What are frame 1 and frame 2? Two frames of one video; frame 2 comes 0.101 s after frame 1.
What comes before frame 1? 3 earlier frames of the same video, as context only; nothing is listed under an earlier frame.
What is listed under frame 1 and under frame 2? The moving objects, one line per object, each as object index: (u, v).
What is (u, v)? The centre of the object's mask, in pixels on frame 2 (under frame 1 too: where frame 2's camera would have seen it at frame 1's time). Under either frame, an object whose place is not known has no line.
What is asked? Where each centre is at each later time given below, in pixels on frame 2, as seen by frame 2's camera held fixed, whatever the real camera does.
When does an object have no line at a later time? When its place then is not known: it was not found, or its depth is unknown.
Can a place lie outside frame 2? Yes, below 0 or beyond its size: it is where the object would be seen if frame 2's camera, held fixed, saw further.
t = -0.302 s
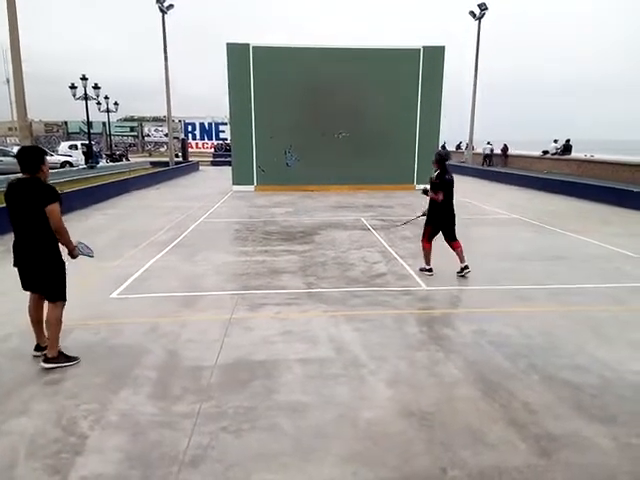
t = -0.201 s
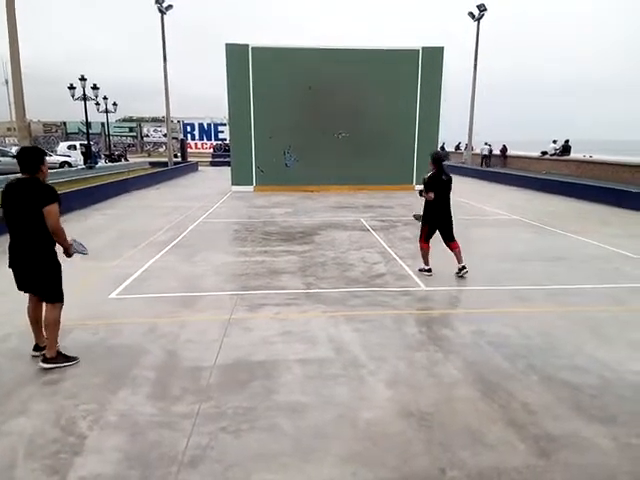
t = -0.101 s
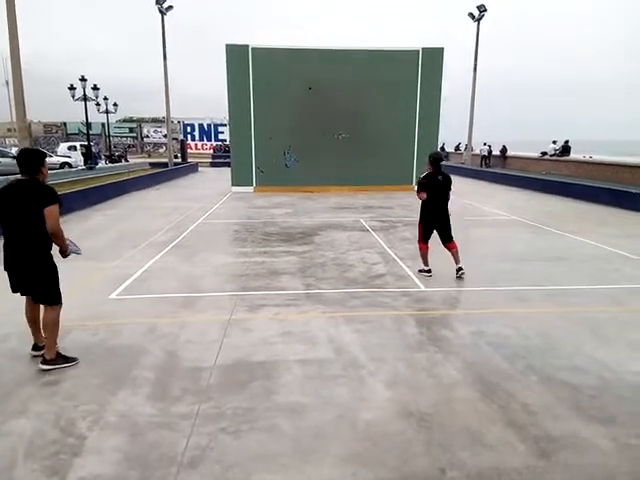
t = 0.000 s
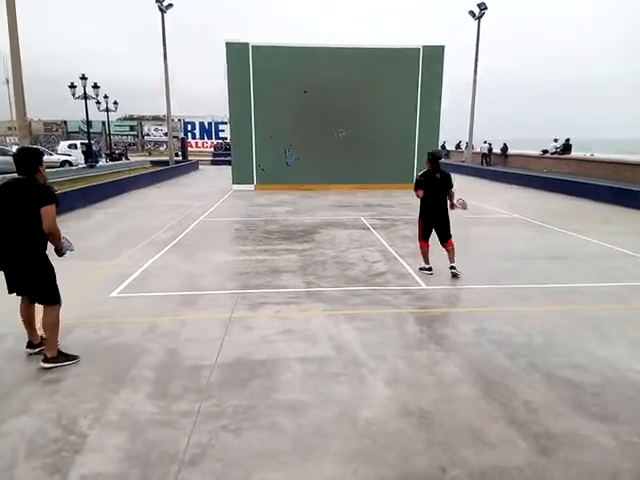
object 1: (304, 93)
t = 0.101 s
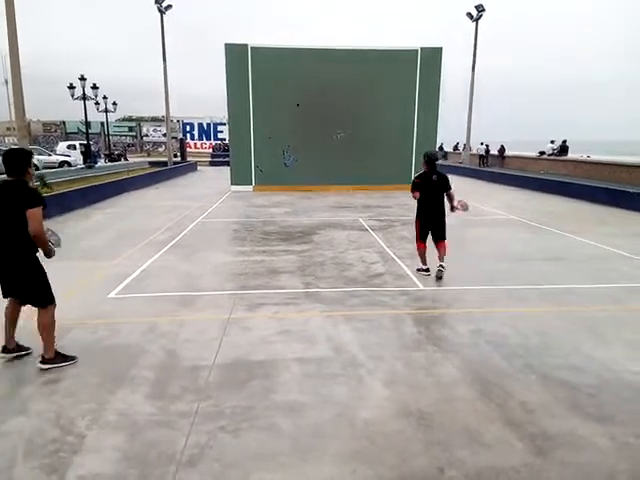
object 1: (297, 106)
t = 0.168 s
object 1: (293, 115)
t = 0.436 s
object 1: (267, 192)
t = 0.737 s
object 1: (226, 193)
